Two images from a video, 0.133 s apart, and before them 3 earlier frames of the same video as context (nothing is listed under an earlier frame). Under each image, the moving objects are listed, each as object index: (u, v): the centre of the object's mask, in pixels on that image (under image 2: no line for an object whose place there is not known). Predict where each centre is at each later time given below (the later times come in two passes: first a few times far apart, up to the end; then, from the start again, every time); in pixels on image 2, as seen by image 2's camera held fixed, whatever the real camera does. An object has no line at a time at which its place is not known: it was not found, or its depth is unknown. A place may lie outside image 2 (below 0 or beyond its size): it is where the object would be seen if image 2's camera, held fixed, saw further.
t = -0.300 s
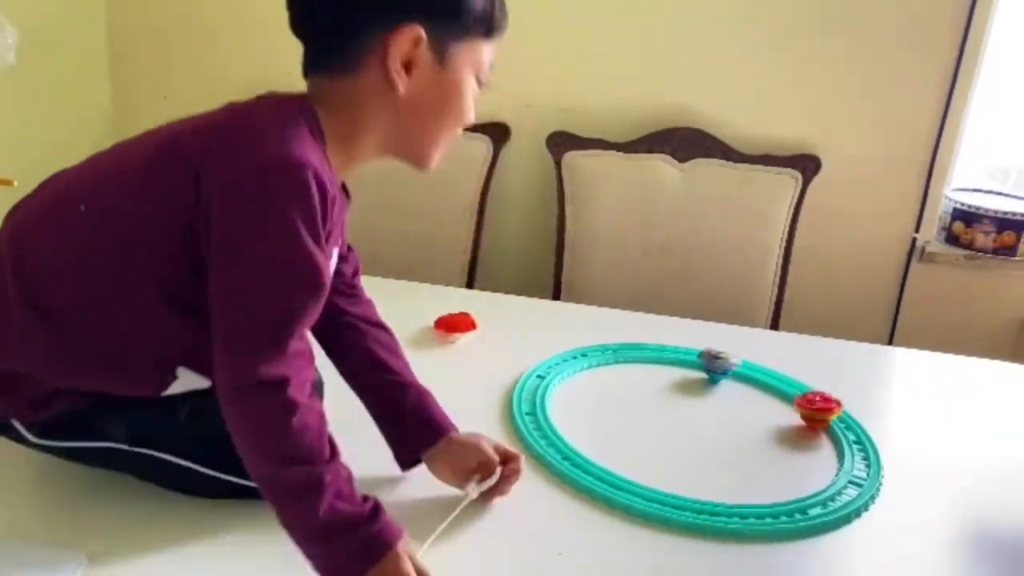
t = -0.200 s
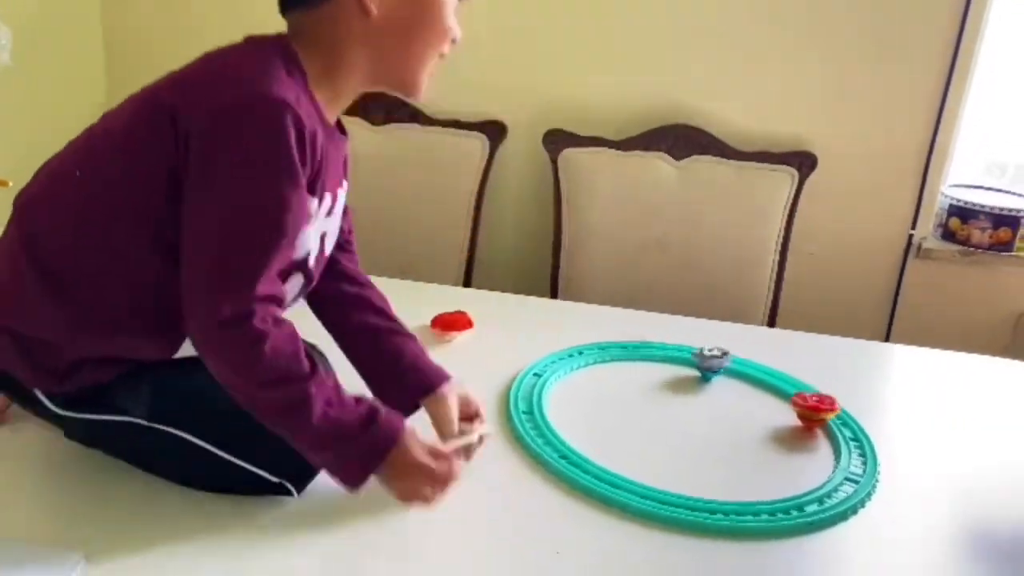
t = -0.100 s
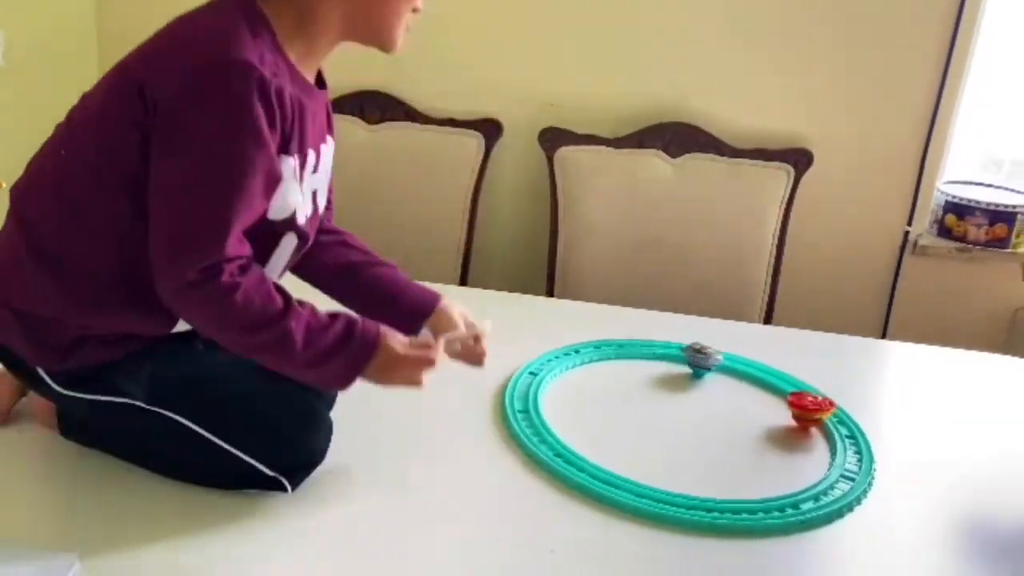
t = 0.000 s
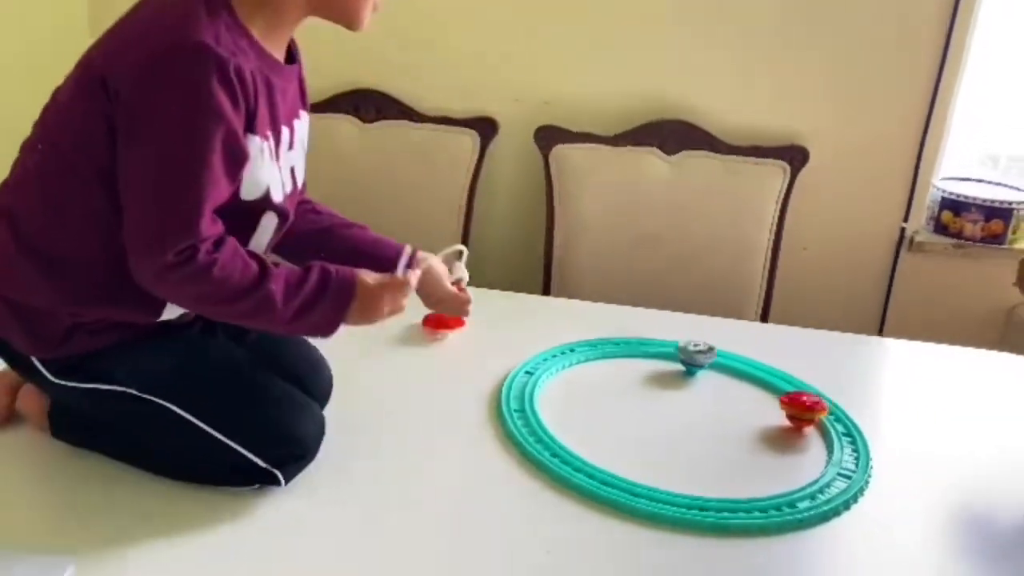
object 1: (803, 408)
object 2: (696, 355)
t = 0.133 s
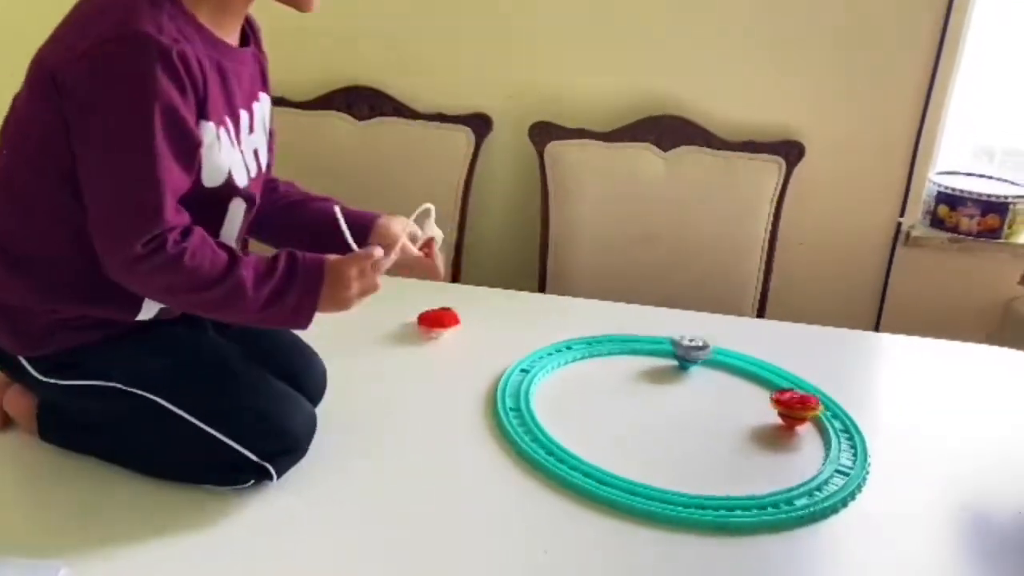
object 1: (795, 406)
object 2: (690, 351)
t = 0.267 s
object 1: (790, 407)
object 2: (689, 348)
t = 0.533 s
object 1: (781, 404)
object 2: (695, 349)
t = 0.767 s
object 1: (778, 400)
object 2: (694, 351)
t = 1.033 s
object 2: (693, 350)
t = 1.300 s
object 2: (700, 350)
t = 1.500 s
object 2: (703, 353)
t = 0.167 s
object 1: (794, 407)
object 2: (689, 349)
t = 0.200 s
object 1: (793, 407)
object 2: (689, 349)
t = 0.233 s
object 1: (791, 406)
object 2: (689, 349)
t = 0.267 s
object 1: (790, 407)
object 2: (689, 348)
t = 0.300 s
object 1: (788, 406)
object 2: (690, 347)
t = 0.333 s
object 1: (787, 406)
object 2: (691, 347)
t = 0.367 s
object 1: (785, 406)
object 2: (692, 347)
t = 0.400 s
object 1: (784, 405)
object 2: (692, 347)
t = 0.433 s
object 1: (784, 405)
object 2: (692, 347)
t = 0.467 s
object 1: (783, 405)
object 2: (693, 347)
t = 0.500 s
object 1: (782, 404)
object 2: (693, 348)
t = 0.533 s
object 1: (781, 404)
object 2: (695, 349)
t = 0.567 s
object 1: (780, 404)
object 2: (695, 349)
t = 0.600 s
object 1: (779, 403)
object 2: (697, 349)
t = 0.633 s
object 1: (779, 403)
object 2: (696, 349)
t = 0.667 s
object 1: (779, 402)
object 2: (696, 349)
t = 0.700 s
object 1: (778, 401)
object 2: (694, 350)
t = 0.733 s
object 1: (778, 401)
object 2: (696, 351)
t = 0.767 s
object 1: (778, 400)
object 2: (694, 351)
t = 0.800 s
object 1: (778, 399)
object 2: (695, 352)
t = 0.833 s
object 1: (779, 399)
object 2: (694, 351)
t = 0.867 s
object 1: (779, 398)
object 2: (695, 351)
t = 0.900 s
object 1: (780, 398)
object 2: (693, 350)
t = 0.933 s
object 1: (780, 398)
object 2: (693, 350)
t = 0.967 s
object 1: (781, 397)
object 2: (692, 350)
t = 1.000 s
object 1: (782, 397)
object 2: (694, 351)
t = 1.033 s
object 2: (693, 350)
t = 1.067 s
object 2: (694, 350)
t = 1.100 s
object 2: (694, 349)
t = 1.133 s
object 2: (695, 348)
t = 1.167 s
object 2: (695, 349)
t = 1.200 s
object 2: (696, 350)
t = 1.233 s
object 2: (697, 350)
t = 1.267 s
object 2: (698, 350)
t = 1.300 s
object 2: (700, 350)
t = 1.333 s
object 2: (701, 351)
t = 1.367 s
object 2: (702, 351)
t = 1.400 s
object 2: (701, 351)
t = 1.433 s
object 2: (703, 352)
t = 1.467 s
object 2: (702, 353)
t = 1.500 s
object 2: (703, 353)
